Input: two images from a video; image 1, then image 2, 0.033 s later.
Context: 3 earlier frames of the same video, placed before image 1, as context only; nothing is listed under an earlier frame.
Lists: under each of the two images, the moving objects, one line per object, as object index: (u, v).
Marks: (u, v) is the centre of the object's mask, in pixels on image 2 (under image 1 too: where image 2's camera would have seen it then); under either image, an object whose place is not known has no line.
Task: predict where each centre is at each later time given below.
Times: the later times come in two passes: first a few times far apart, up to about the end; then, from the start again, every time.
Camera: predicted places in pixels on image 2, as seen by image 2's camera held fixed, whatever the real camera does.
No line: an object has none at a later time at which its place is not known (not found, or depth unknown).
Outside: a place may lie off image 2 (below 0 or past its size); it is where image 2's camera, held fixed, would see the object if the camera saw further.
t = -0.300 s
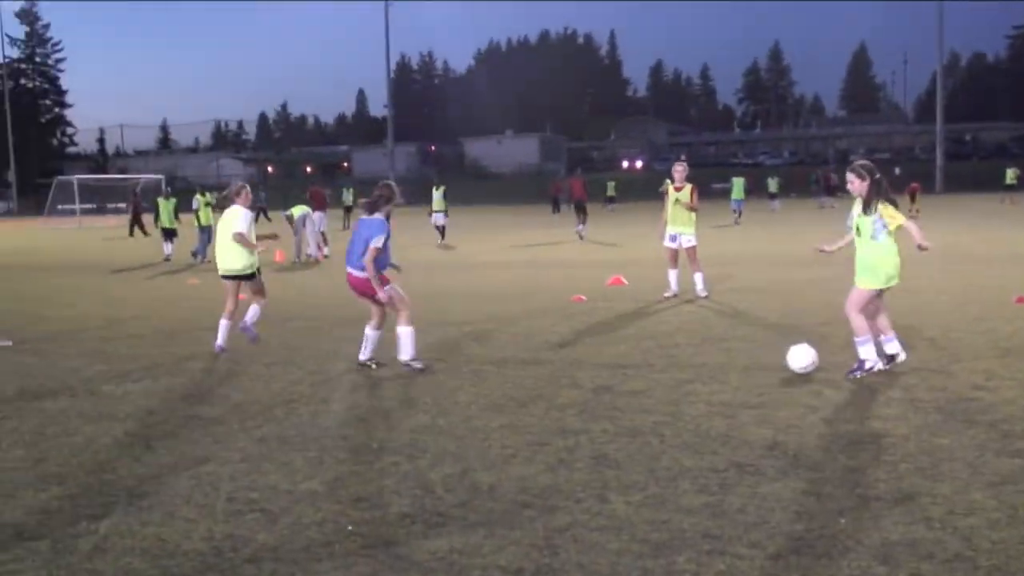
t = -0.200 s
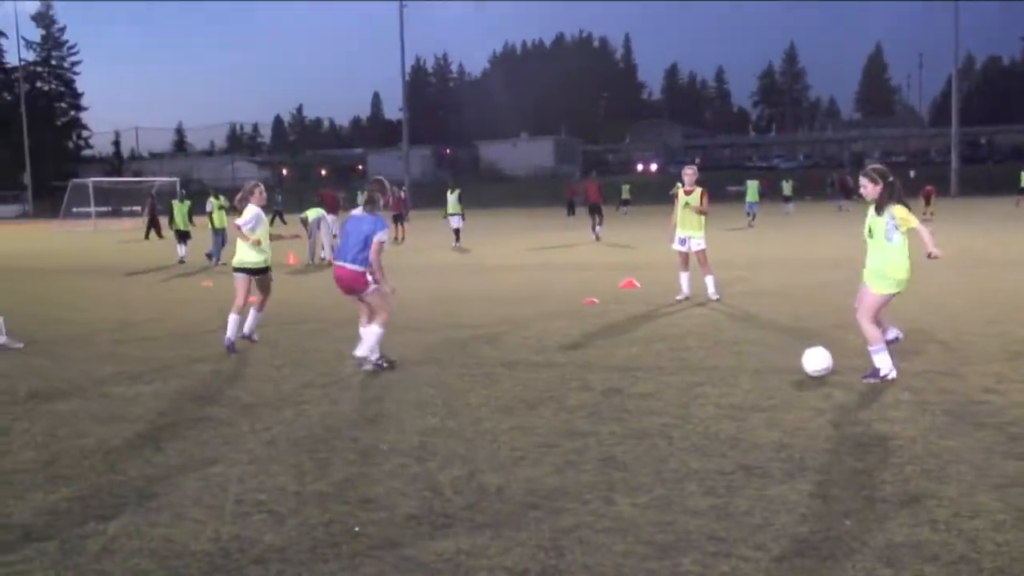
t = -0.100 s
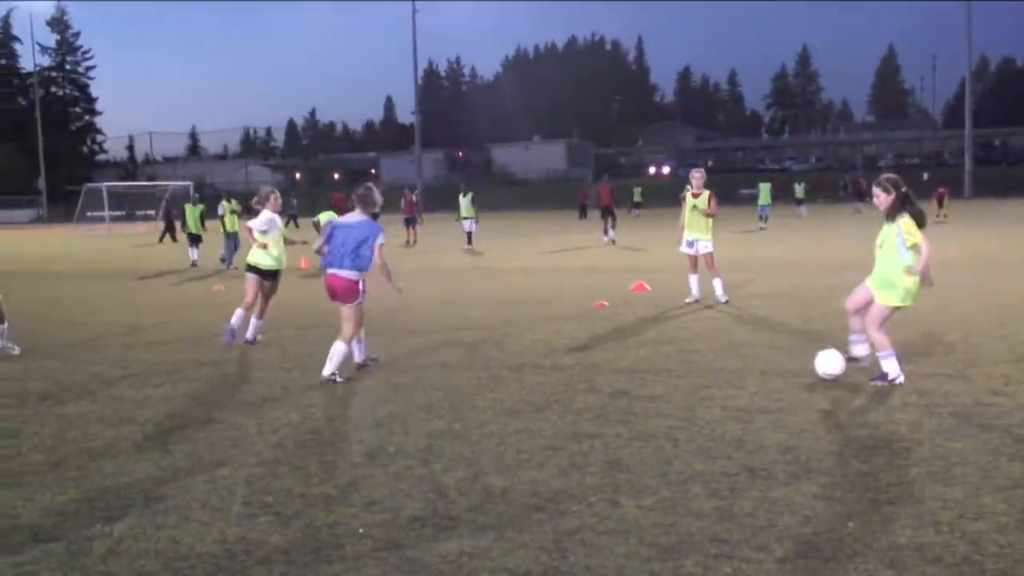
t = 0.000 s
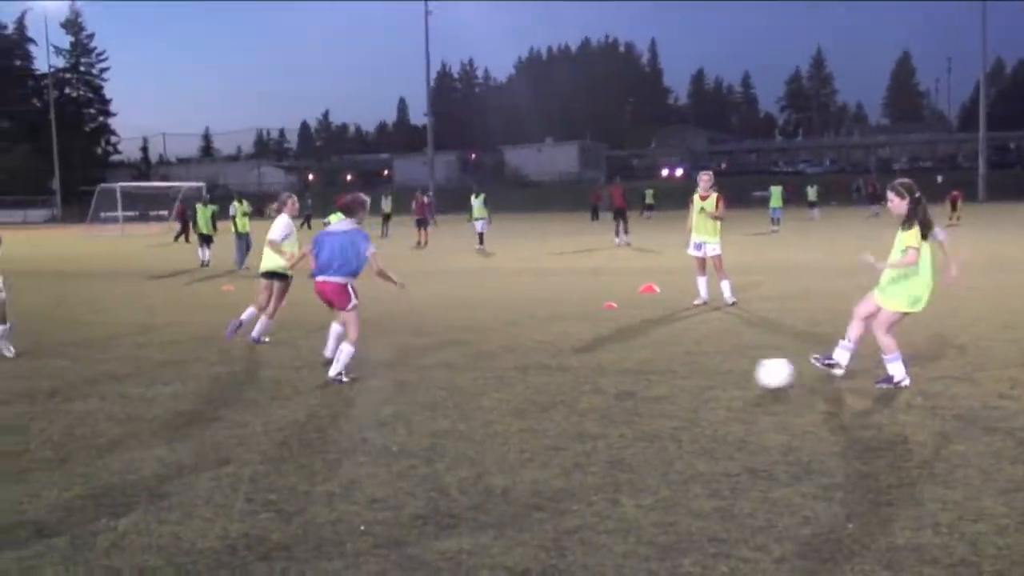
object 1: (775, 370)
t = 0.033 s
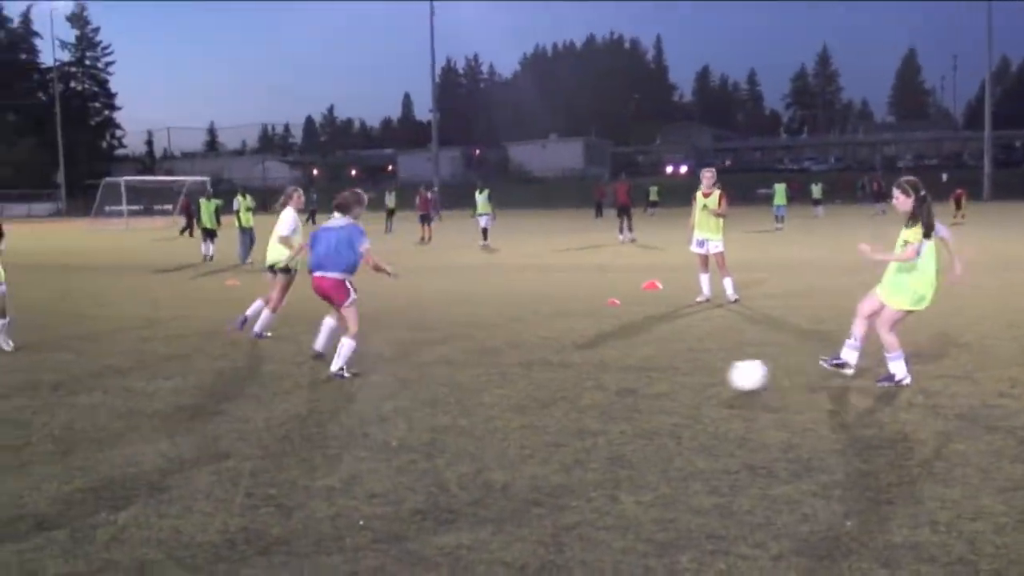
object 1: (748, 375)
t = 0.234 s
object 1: (577, 401)
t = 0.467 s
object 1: (369, 432)
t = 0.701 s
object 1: (159, 464)
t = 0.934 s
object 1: (-89, 499)
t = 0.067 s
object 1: (720, 381)
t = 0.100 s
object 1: (693, 383)
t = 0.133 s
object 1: (664, 388)
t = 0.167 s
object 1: (635, 394)
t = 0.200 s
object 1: (607, 397)
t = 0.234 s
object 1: (577, 401)
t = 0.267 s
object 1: (547, 406)
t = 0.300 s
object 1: (517, 410)
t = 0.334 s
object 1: (488, 416)
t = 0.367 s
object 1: (458, 419)
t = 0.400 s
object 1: (429, 423)
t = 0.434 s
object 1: (399, 429)
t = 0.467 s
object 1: (369, 432)
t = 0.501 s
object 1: (340, 435)
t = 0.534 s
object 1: (311, 439)
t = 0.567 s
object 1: (281, 445)
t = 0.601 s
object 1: (252, 449)
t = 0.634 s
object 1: (221, 452)
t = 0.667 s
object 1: (190, 459)
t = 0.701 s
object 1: (159, 464)
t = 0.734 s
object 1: (126, 466)
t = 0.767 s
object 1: (92, 472)
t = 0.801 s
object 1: (58, 479)
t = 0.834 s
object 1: (23, 482)
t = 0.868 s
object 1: (-13, 488)
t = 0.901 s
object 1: (-50, 496)
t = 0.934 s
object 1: (-89, 499)
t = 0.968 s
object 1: (-129, 502)
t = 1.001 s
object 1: (-169, 509)
